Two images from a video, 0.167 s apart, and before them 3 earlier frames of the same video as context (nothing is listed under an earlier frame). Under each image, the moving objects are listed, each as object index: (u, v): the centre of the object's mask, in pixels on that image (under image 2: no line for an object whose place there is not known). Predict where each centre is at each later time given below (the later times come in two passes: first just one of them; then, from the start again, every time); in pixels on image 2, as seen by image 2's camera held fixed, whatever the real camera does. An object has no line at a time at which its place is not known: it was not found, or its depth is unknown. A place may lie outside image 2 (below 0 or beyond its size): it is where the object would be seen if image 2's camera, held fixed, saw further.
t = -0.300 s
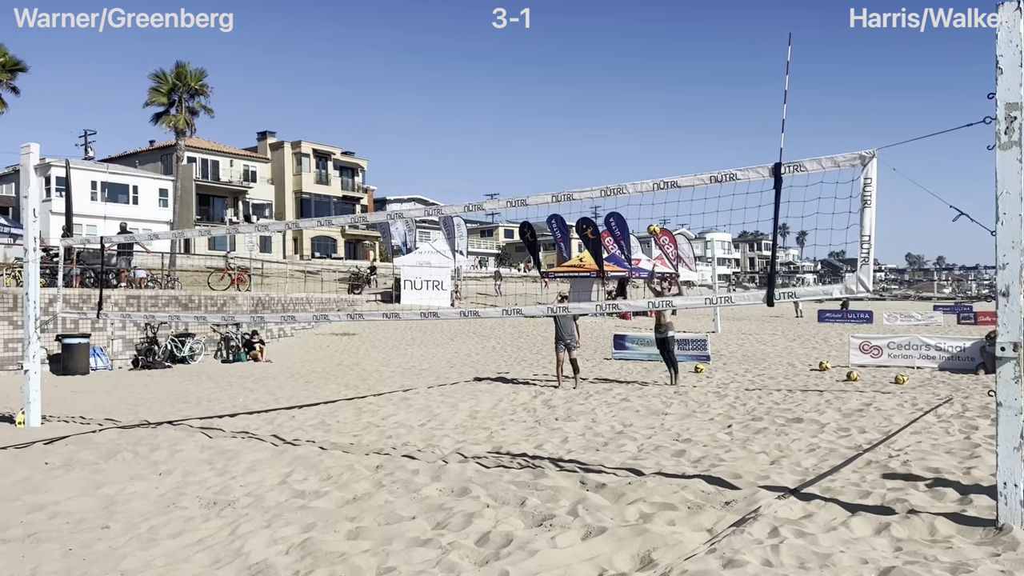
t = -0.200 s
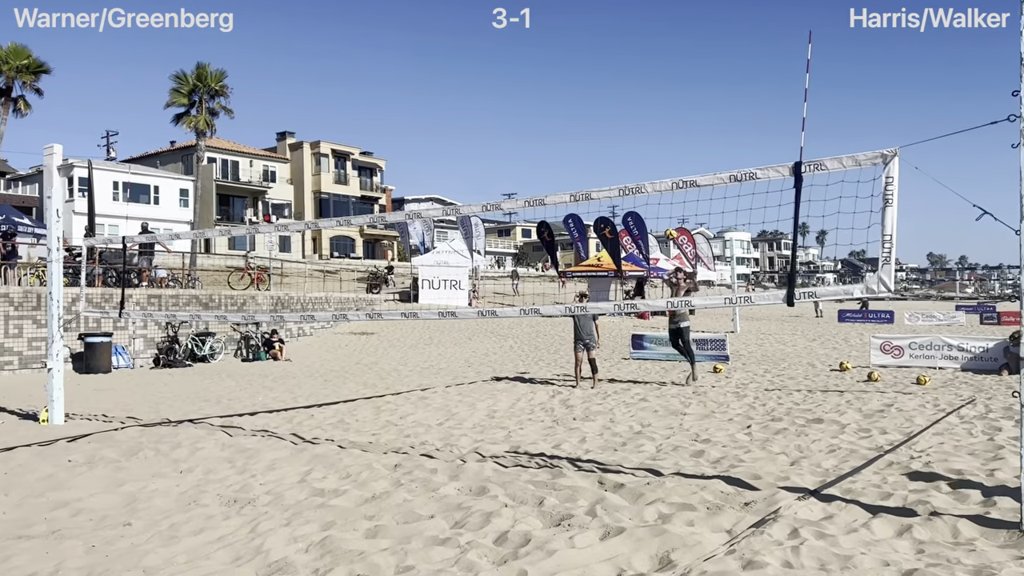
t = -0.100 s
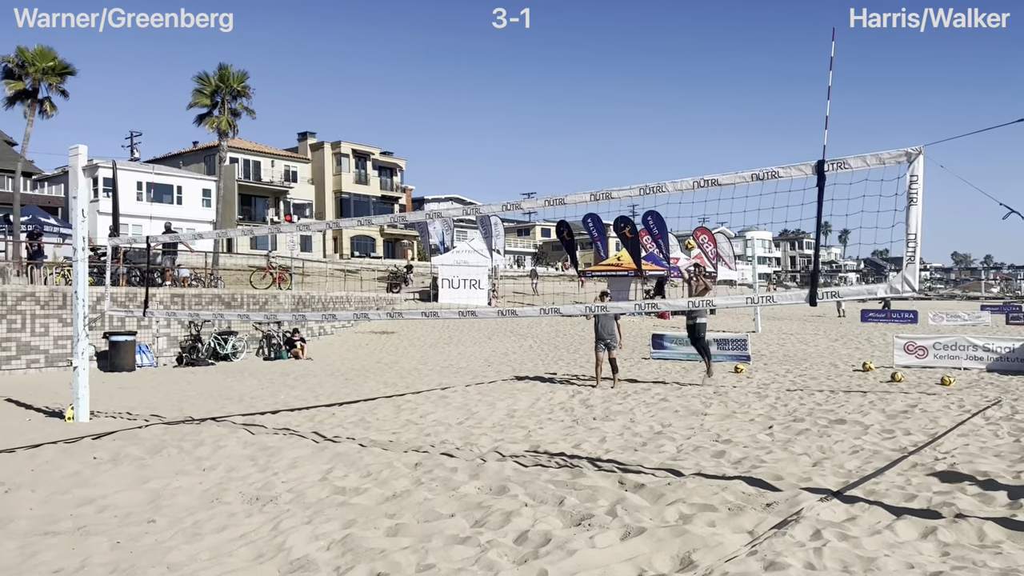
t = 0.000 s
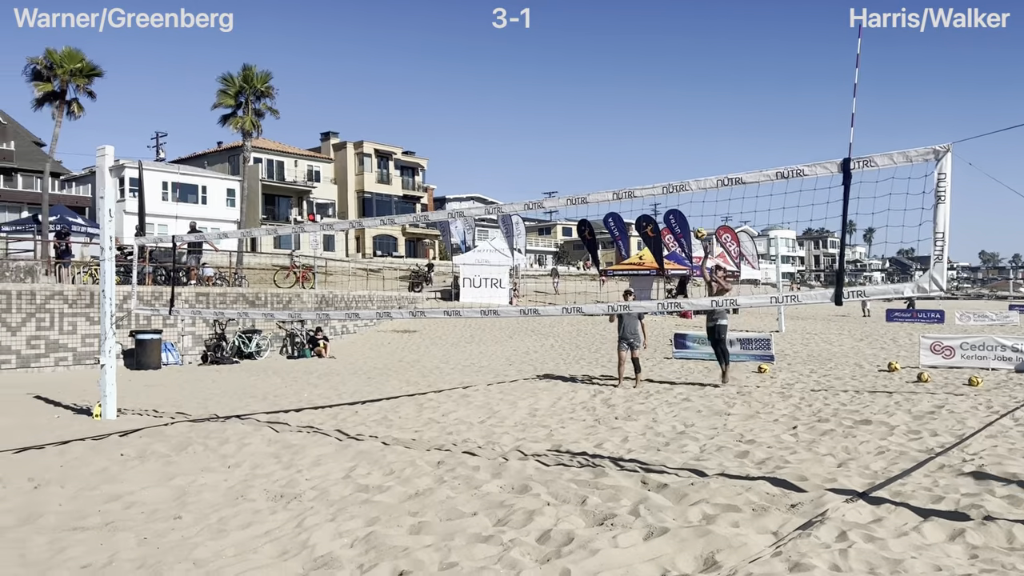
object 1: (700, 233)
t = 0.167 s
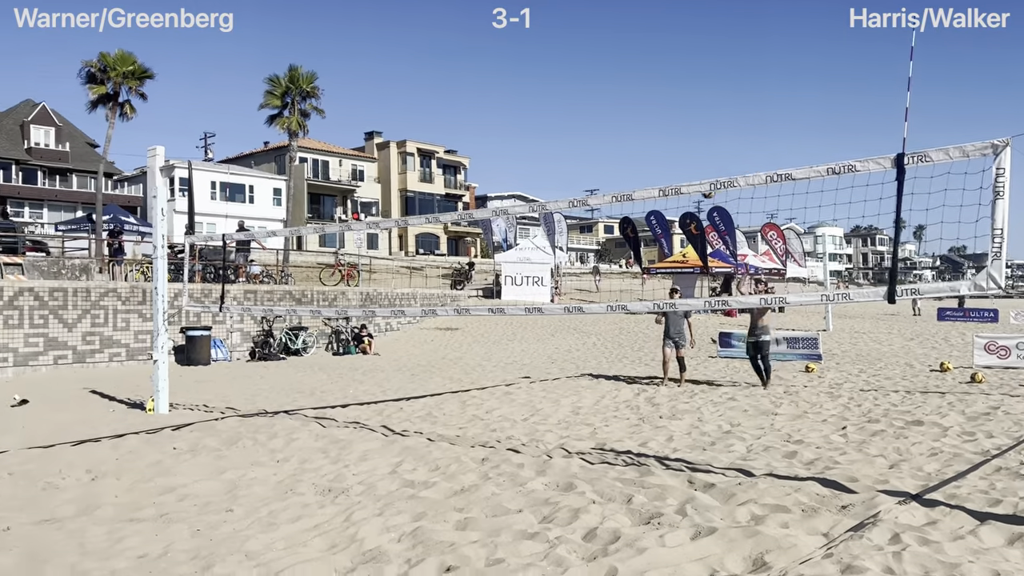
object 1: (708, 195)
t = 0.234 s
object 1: (690, 177)
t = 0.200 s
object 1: (698, 179)
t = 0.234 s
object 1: (690, 177)
